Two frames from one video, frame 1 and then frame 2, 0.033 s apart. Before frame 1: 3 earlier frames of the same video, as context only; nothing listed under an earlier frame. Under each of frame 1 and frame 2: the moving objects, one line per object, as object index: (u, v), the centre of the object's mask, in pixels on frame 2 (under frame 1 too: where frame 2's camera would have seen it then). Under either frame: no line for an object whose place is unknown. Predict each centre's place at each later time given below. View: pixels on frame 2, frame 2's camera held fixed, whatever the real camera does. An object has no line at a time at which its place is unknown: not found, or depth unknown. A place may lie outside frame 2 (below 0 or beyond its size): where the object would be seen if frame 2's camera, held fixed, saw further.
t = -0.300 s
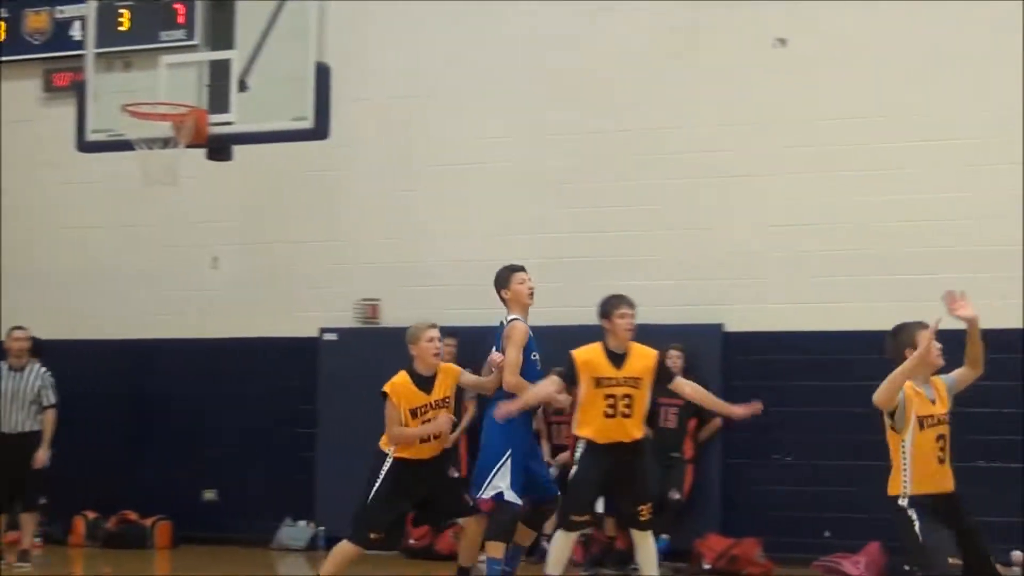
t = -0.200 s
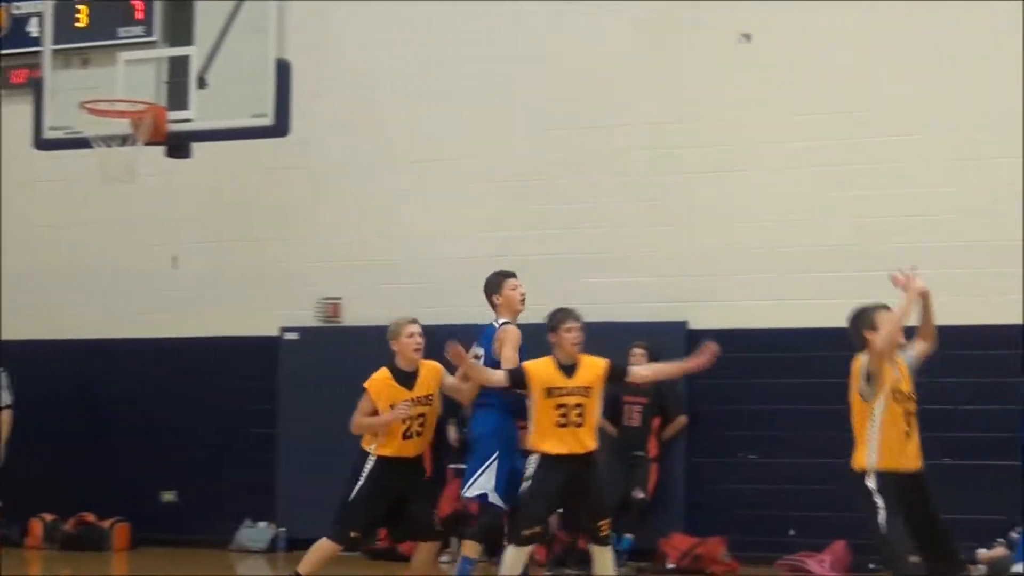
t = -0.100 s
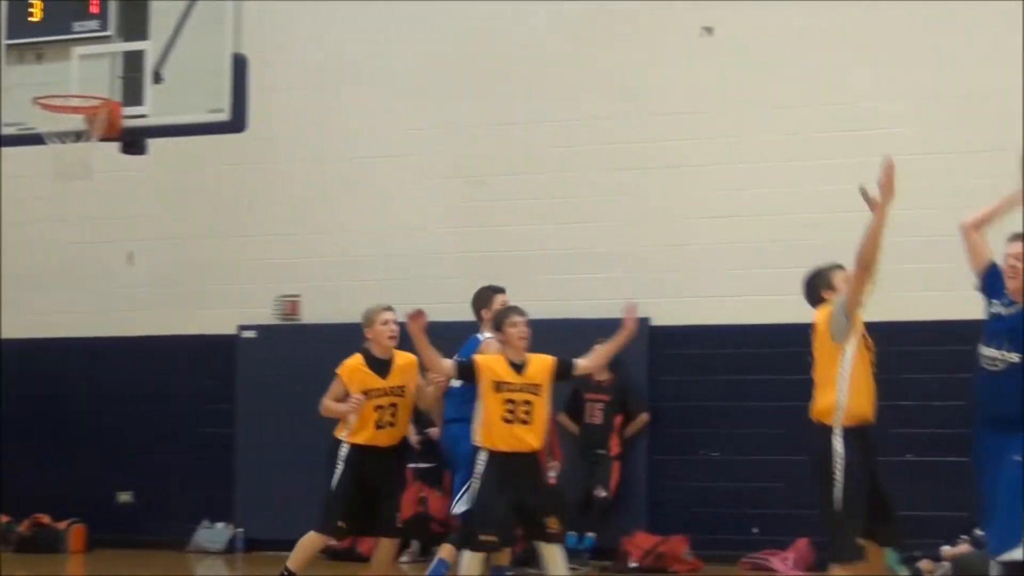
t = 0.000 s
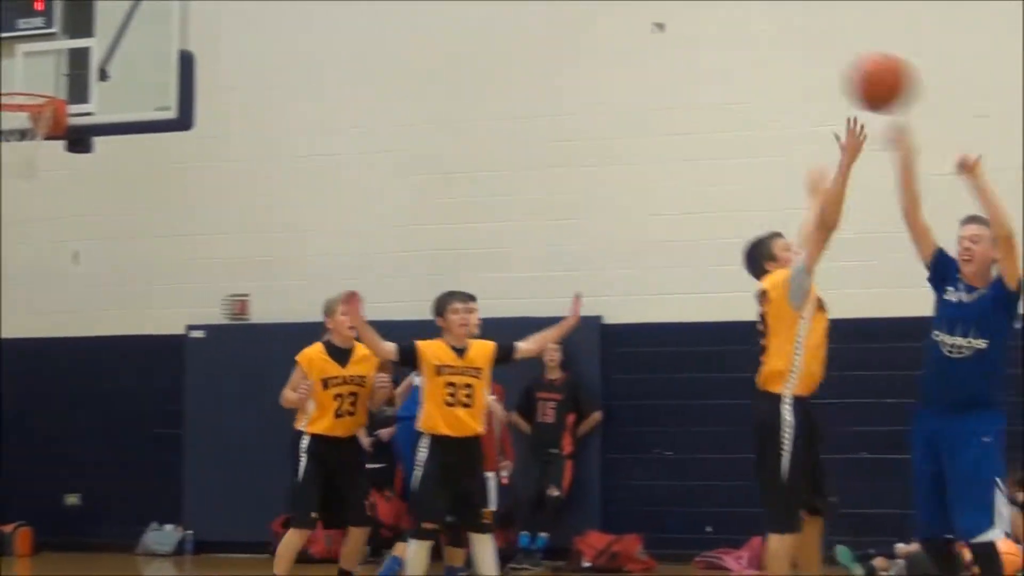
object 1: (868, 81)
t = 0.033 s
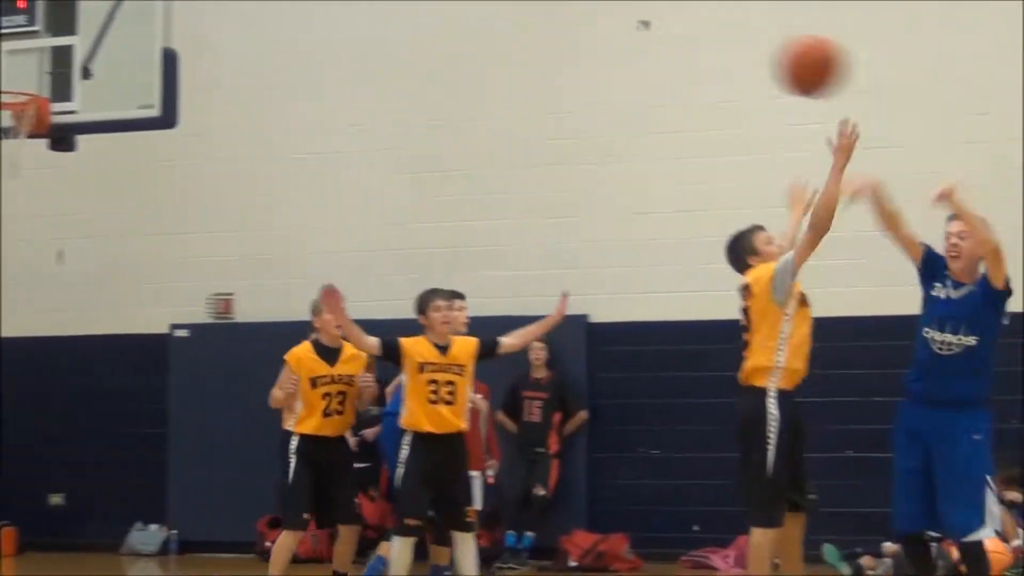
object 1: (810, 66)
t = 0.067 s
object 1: (751, 53)
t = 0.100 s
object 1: (688, 43)
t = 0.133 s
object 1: (622, 38)
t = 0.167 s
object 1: (547, 38)
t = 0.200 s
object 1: (472, 40)
